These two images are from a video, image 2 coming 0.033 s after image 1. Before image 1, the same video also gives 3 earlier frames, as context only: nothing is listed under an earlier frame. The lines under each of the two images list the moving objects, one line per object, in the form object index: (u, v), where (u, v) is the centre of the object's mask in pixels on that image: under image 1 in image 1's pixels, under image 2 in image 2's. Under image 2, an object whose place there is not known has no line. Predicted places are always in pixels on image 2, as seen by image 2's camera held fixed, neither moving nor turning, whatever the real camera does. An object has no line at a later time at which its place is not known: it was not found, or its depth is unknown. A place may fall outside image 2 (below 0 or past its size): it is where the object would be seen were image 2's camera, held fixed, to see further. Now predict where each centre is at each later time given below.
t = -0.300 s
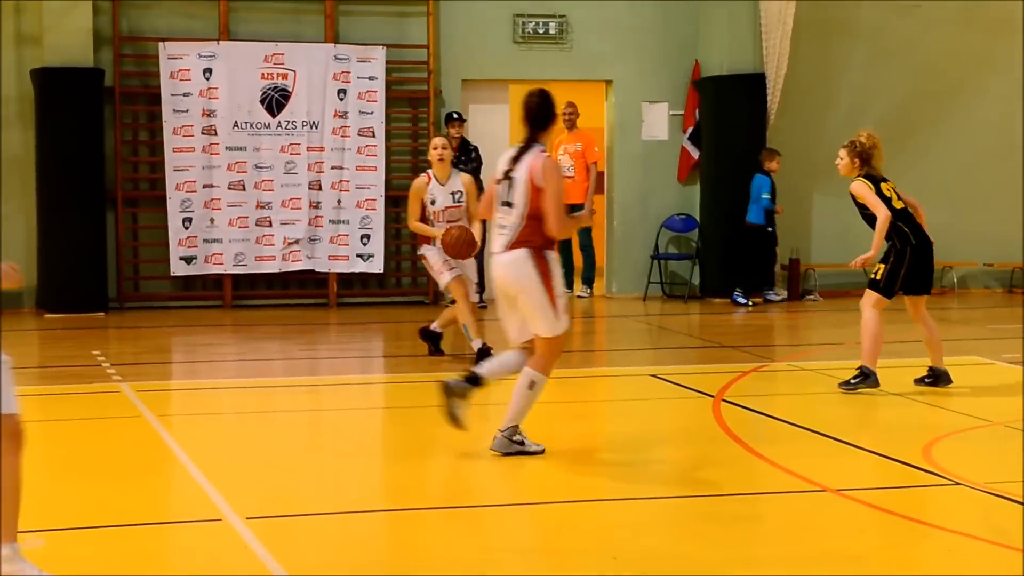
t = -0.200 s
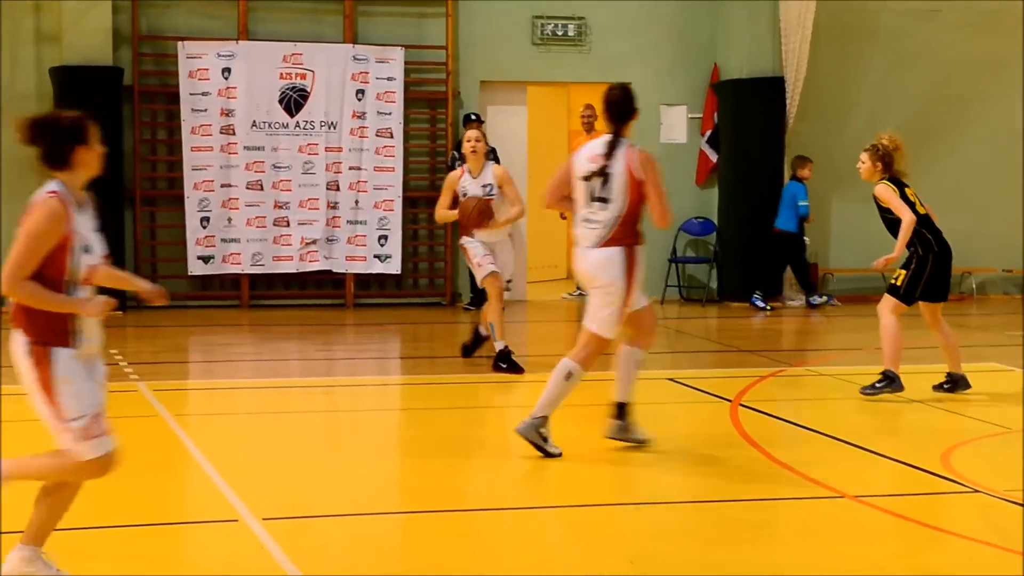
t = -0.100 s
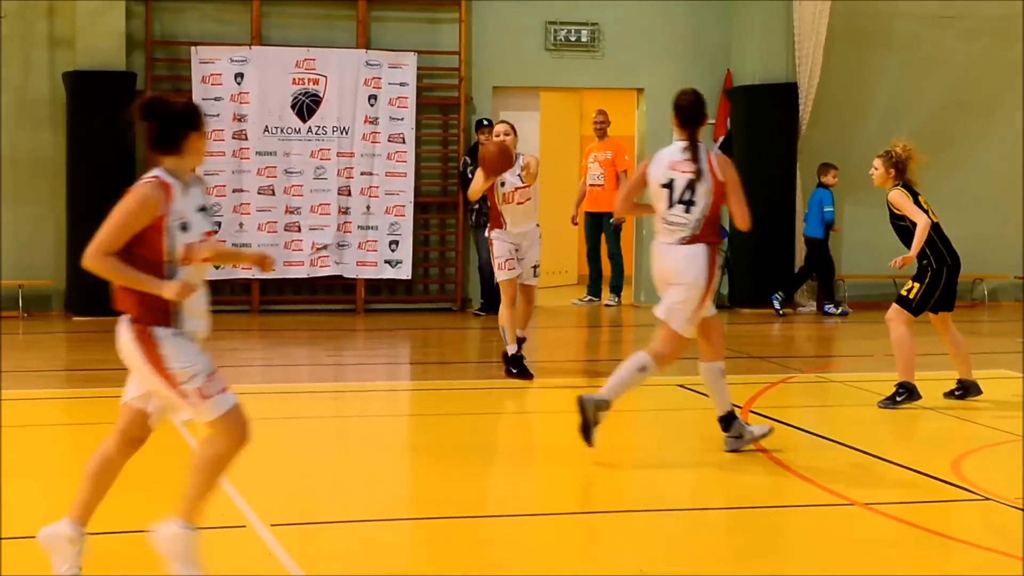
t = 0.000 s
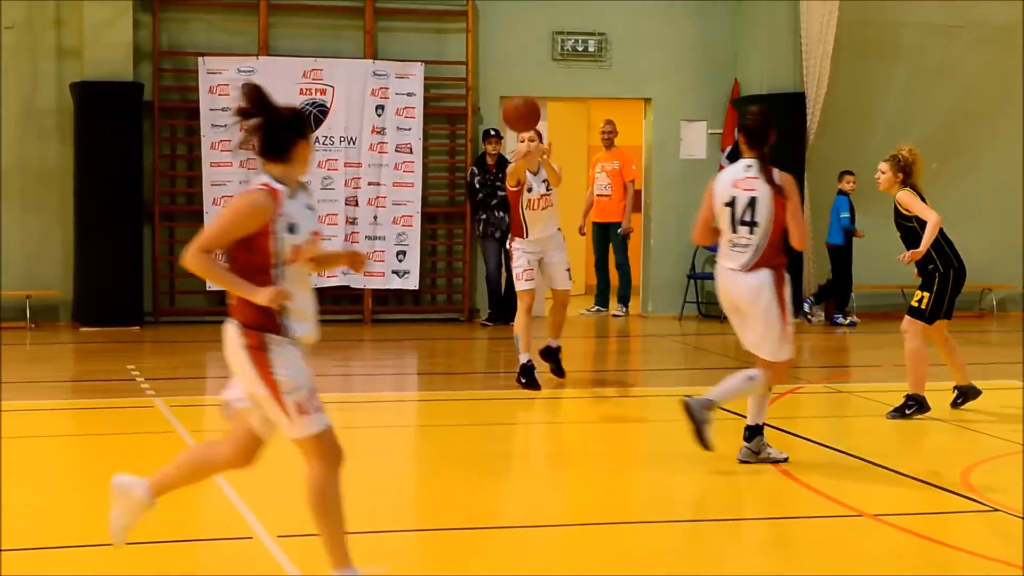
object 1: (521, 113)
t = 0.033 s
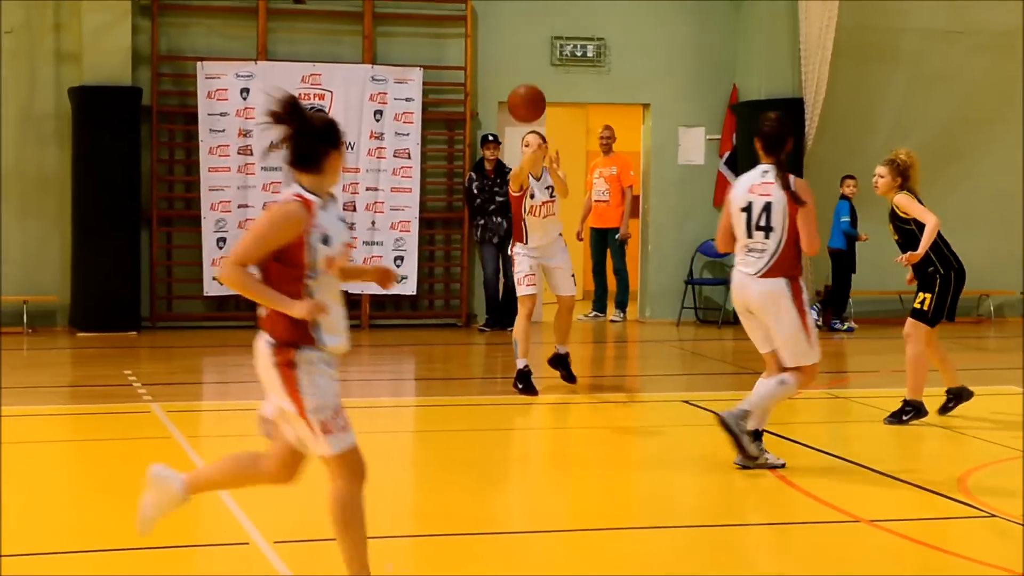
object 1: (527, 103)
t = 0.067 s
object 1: (533, 88)
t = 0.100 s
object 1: (539, 75)
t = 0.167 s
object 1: (554, 51)
